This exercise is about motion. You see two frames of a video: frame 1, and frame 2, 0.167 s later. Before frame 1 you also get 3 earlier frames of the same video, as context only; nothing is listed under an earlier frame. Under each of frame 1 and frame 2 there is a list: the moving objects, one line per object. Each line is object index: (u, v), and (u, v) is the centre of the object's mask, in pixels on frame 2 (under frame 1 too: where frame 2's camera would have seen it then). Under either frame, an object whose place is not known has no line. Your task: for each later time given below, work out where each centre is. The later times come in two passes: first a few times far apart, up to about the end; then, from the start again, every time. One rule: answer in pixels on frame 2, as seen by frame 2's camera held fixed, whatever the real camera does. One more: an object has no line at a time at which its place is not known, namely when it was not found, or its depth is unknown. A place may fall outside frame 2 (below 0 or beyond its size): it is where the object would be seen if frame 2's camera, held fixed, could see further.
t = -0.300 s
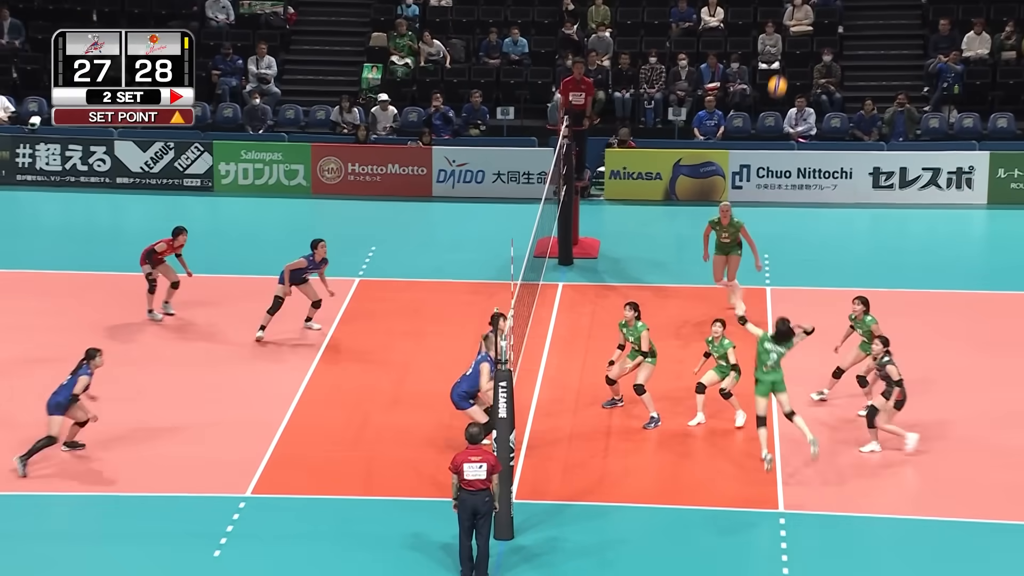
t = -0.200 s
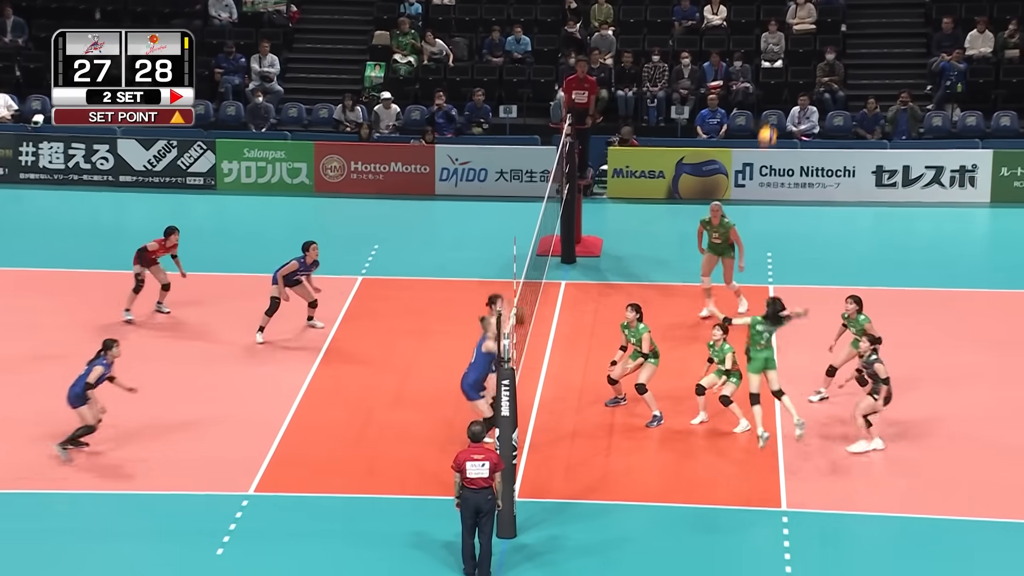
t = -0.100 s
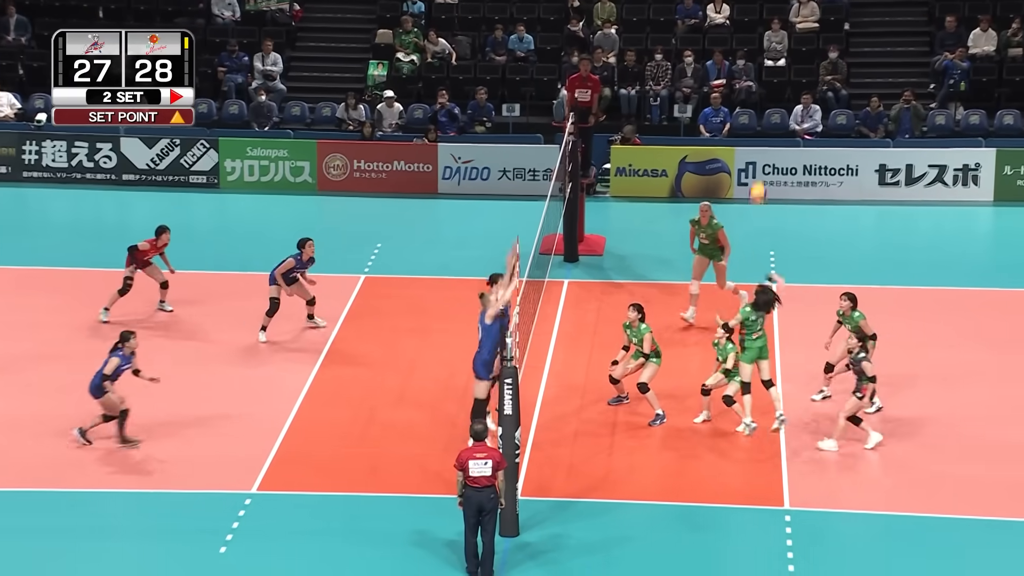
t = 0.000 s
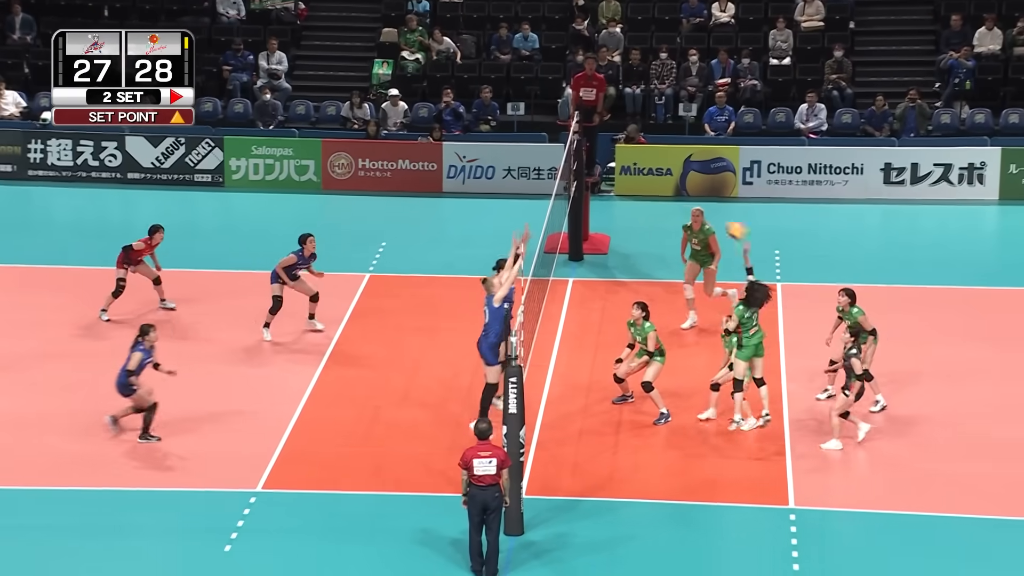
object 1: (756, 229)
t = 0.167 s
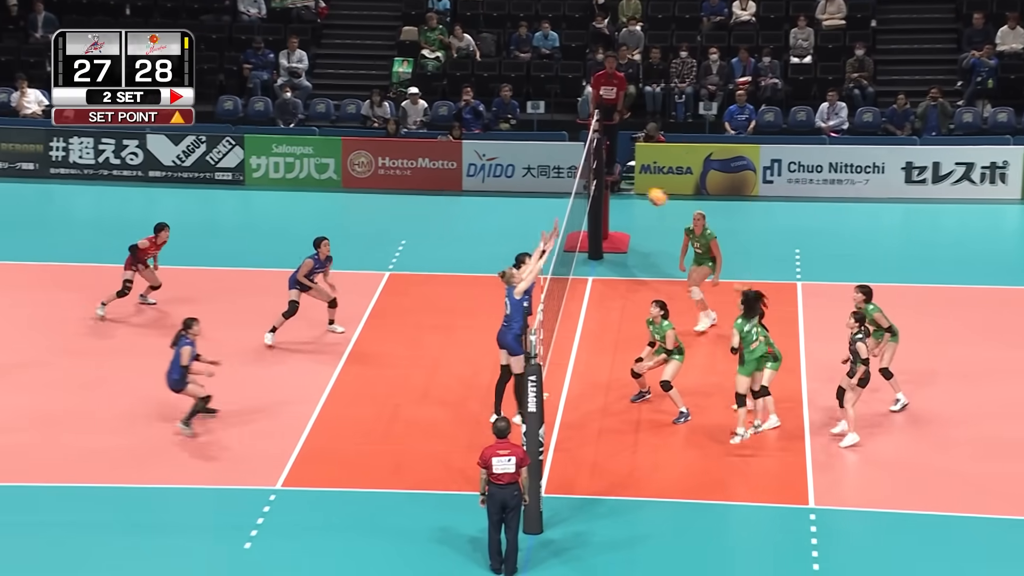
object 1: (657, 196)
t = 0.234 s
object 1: (620, 190)
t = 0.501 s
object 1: (485, 204)
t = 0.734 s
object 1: (380, 259)
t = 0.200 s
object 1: (639, 193)
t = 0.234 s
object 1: (620, 190)
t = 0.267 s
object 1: (603, 189)
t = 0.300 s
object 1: (584, 189)
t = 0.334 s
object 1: (566, 189)
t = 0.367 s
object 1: (549, 191)
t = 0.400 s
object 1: (532, 192)
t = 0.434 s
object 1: (516, 196)
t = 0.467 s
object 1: (501, 199)
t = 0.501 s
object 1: (485, 204)
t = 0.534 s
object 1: (469, 210)
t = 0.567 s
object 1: (453, 216)
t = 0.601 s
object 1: (438, 223)
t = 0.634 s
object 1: (423, 231)
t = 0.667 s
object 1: (407, 240)
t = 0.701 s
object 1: (394, 249)
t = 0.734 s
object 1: (380, 259)
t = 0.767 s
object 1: (367, 268)
